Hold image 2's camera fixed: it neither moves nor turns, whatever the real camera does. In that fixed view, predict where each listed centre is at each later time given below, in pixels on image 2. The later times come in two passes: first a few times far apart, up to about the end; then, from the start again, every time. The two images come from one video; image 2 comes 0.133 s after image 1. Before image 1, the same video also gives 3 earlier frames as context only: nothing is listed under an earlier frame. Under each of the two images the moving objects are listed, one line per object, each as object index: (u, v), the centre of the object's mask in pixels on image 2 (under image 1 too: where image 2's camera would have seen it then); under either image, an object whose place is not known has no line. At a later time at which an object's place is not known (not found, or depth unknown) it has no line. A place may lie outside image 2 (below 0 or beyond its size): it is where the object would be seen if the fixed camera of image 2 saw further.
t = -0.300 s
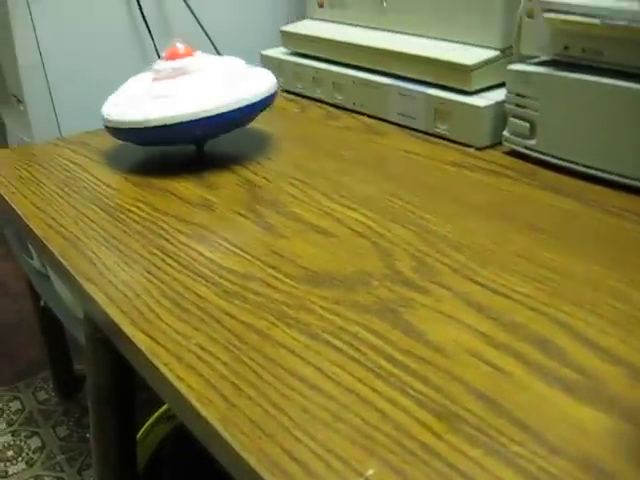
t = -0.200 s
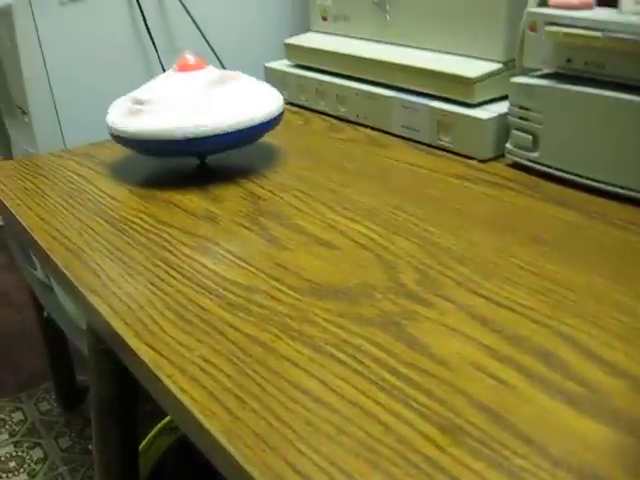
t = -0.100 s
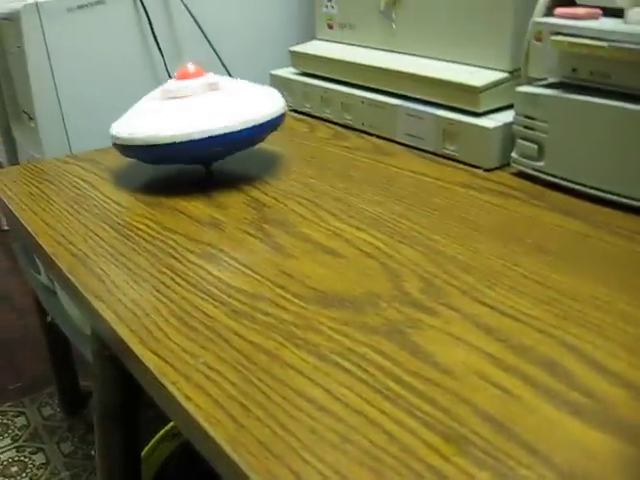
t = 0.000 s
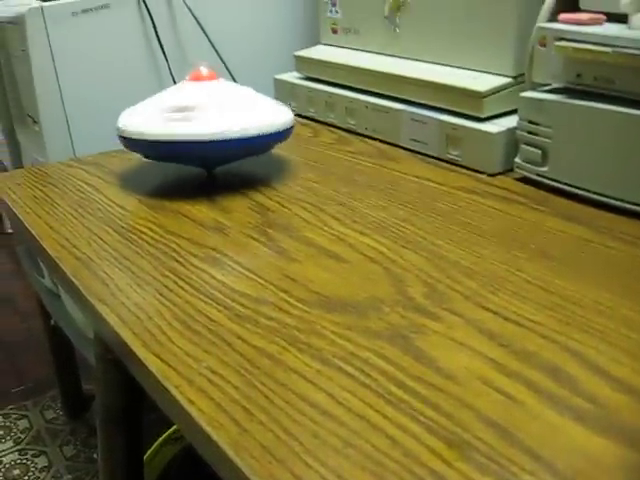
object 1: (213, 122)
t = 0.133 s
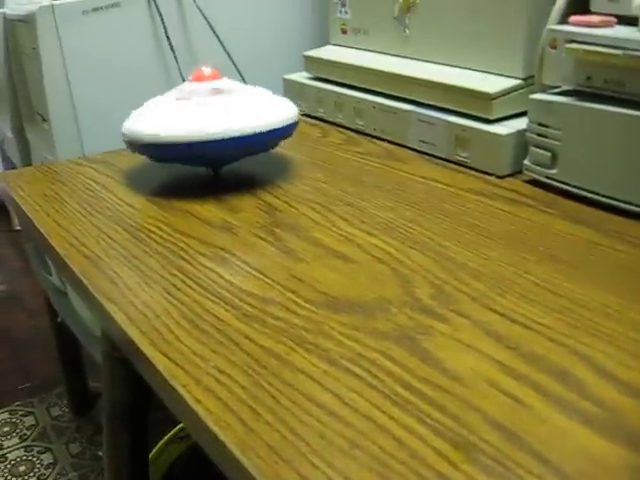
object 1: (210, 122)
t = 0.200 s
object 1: (213, 122)
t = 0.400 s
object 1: (213, 122)
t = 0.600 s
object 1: (212, 122)
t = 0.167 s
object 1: (211, 121)
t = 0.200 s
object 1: (213, 122)
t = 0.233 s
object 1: (214, 122)
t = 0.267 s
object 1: (213, 124)
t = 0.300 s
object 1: (211, 124)
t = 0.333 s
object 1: (211, 123)
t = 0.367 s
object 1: (211, 122)
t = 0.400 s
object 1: (213, 122)
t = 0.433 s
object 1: (214, 123)
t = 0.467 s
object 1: (214, 125)
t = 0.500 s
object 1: (211, 125)
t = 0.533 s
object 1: (210, 124)
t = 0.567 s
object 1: (209, 122)
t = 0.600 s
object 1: (212, 122)
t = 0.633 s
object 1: (213, 123)
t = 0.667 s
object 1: (214, 124)
